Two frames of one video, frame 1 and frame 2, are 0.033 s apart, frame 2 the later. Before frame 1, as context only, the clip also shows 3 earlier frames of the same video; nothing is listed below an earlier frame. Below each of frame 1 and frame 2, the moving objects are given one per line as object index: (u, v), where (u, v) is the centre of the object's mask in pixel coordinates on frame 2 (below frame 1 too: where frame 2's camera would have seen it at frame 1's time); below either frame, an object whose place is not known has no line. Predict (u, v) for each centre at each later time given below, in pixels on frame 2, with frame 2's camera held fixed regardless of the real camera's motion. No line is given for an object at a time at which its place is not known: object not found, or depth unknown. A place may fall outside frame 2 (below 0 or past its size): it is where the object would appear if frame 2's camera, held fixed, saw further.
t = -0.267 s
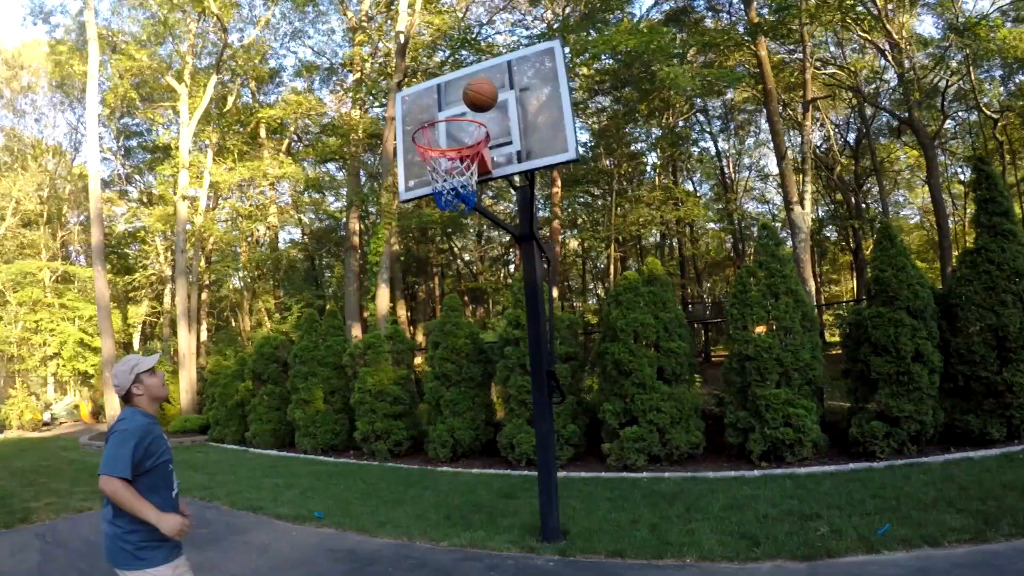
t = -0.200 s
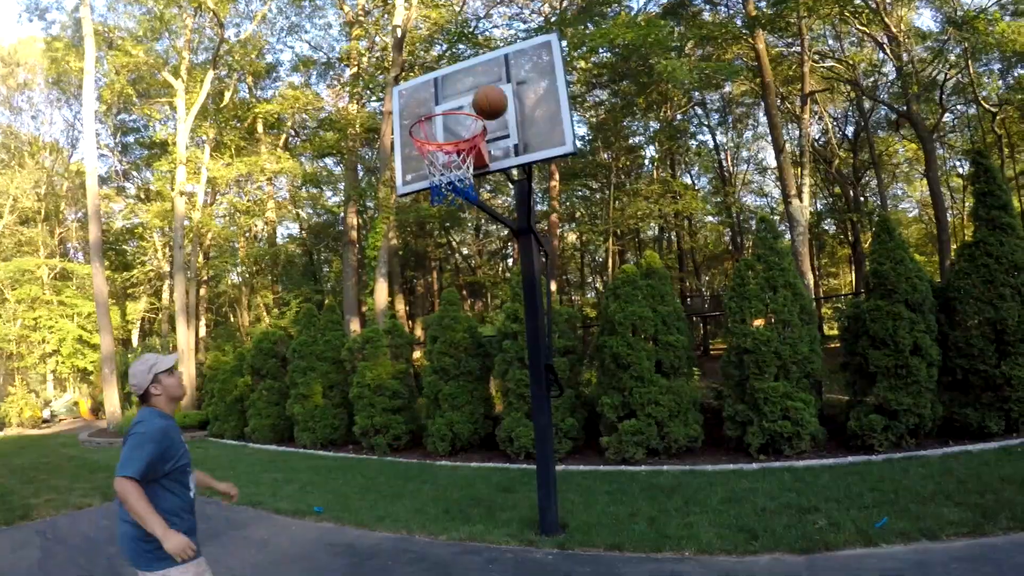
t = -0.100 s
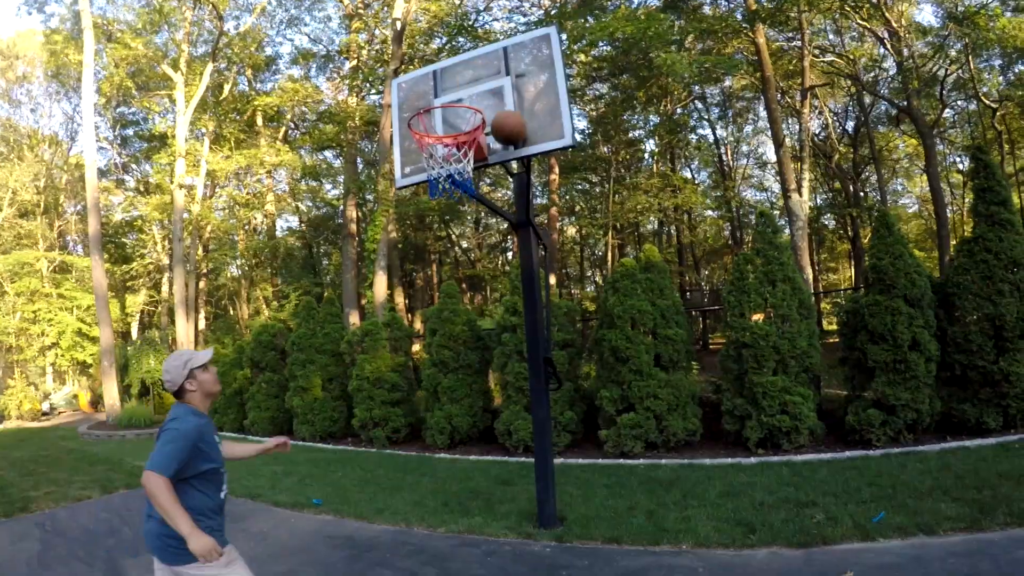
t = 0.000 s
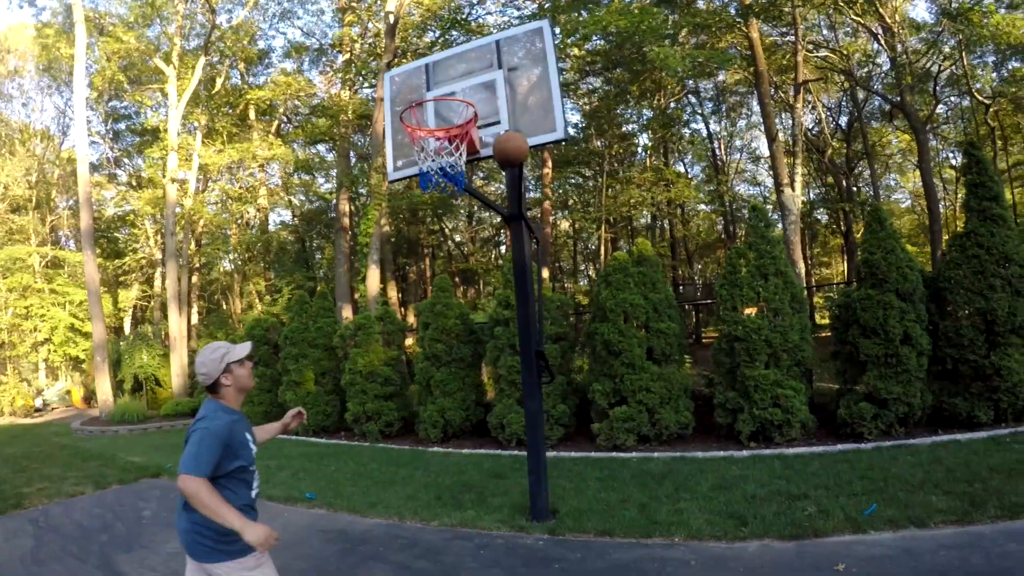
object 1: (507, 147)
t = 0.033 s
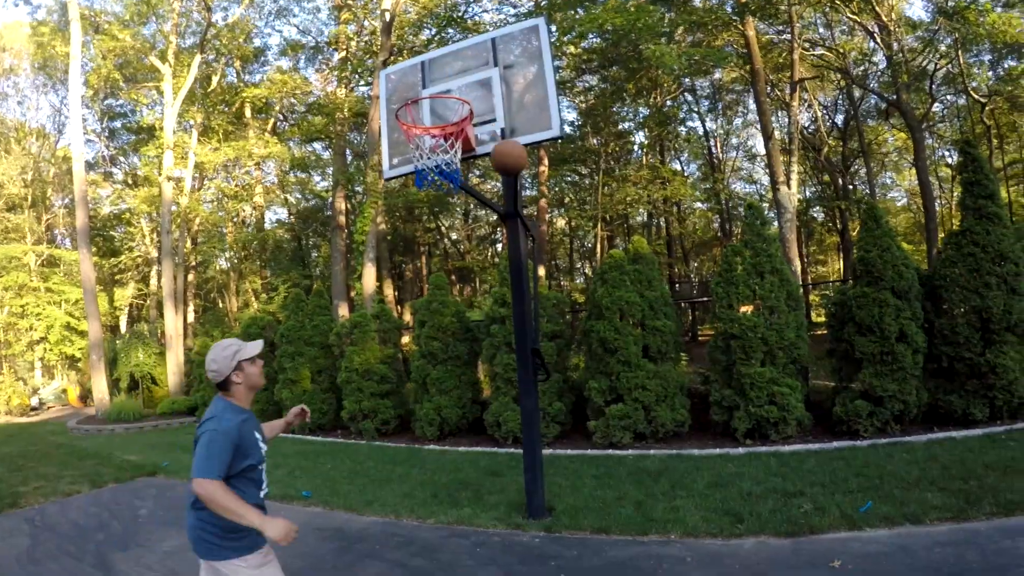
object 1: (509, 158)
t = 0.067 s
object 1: (511, 170)
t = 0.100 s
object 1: (513, 185)
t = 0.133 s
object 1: (515, 202)
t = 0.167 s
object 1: (518, 221)
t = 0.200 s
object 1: (521, 243)
